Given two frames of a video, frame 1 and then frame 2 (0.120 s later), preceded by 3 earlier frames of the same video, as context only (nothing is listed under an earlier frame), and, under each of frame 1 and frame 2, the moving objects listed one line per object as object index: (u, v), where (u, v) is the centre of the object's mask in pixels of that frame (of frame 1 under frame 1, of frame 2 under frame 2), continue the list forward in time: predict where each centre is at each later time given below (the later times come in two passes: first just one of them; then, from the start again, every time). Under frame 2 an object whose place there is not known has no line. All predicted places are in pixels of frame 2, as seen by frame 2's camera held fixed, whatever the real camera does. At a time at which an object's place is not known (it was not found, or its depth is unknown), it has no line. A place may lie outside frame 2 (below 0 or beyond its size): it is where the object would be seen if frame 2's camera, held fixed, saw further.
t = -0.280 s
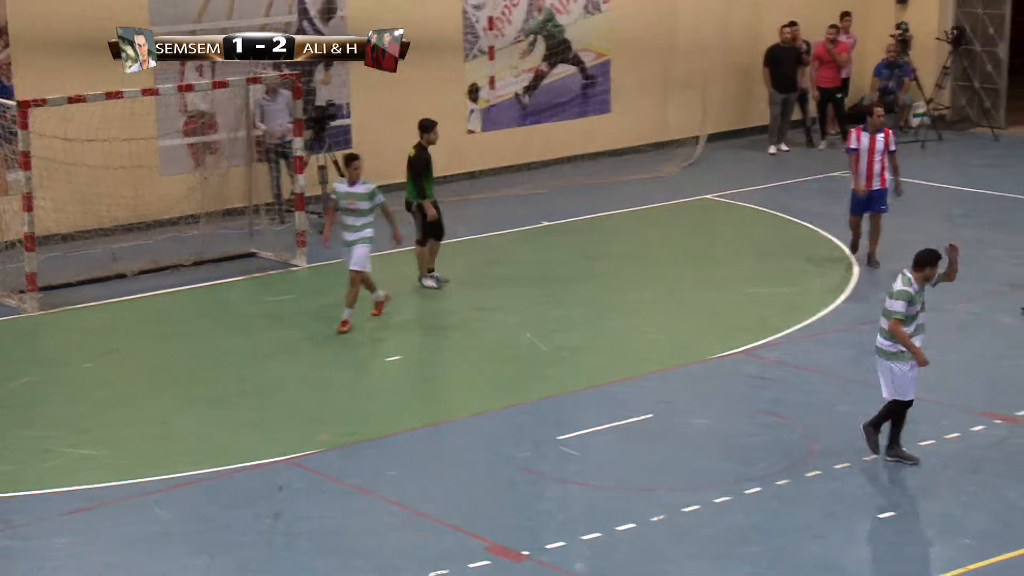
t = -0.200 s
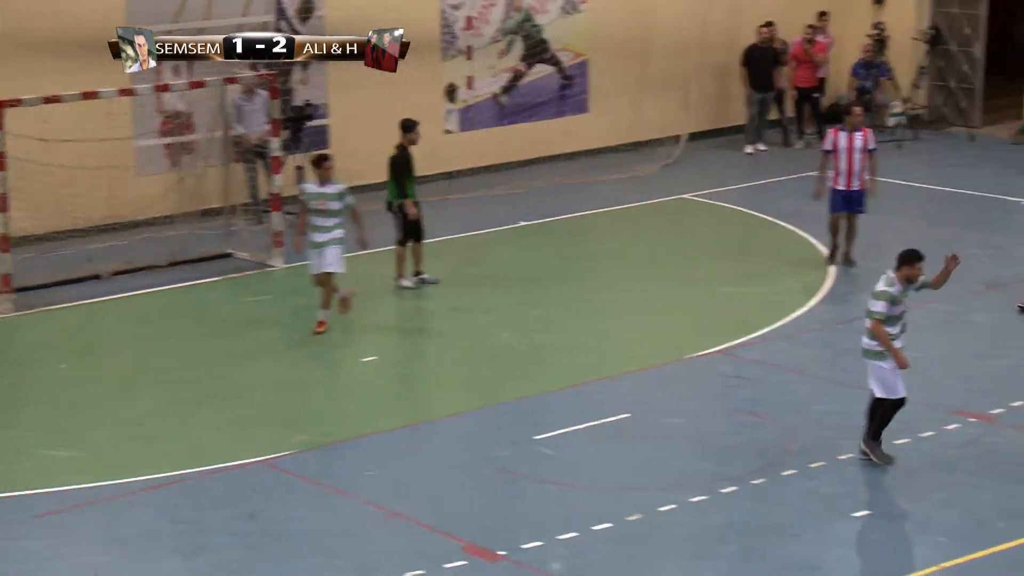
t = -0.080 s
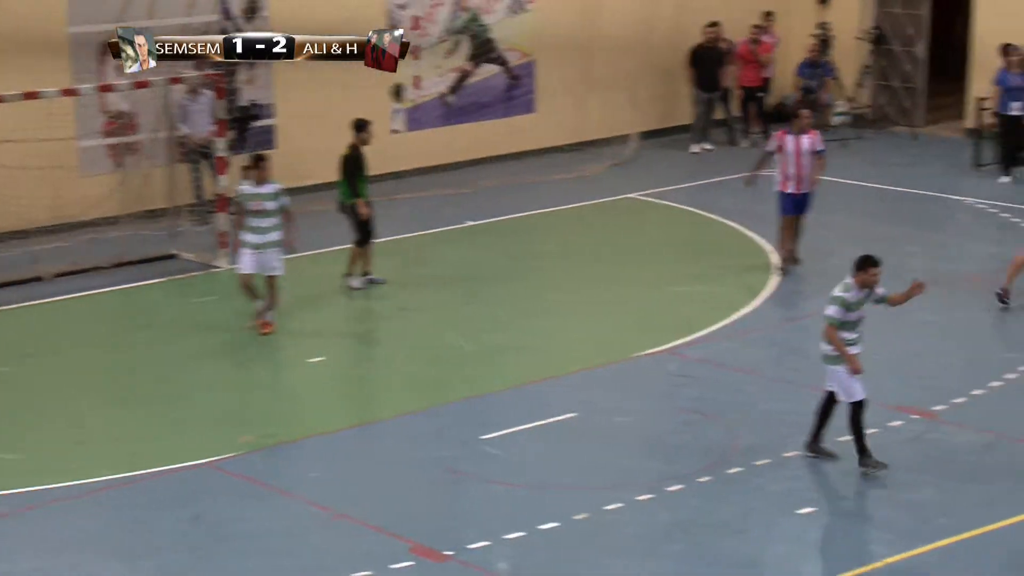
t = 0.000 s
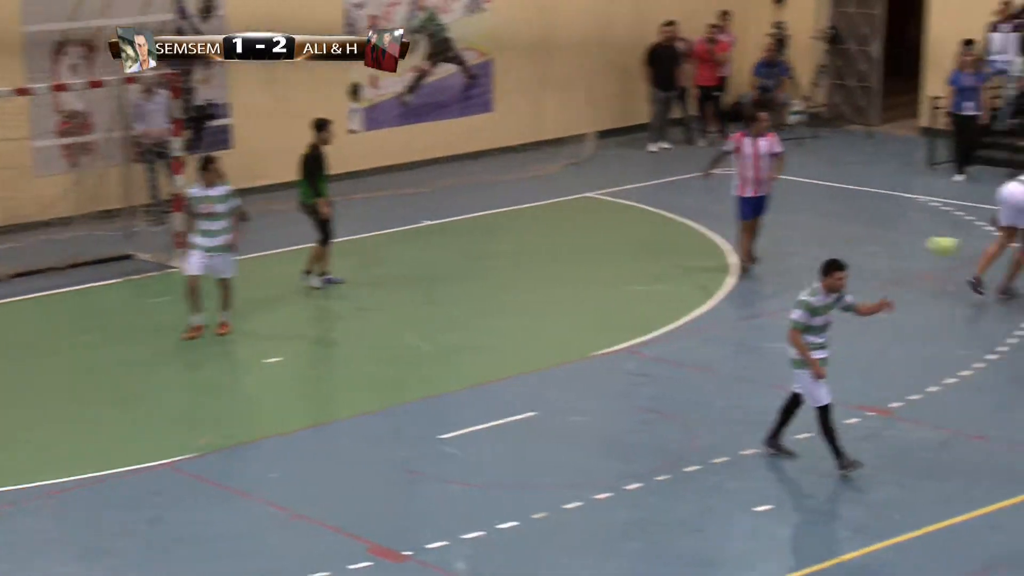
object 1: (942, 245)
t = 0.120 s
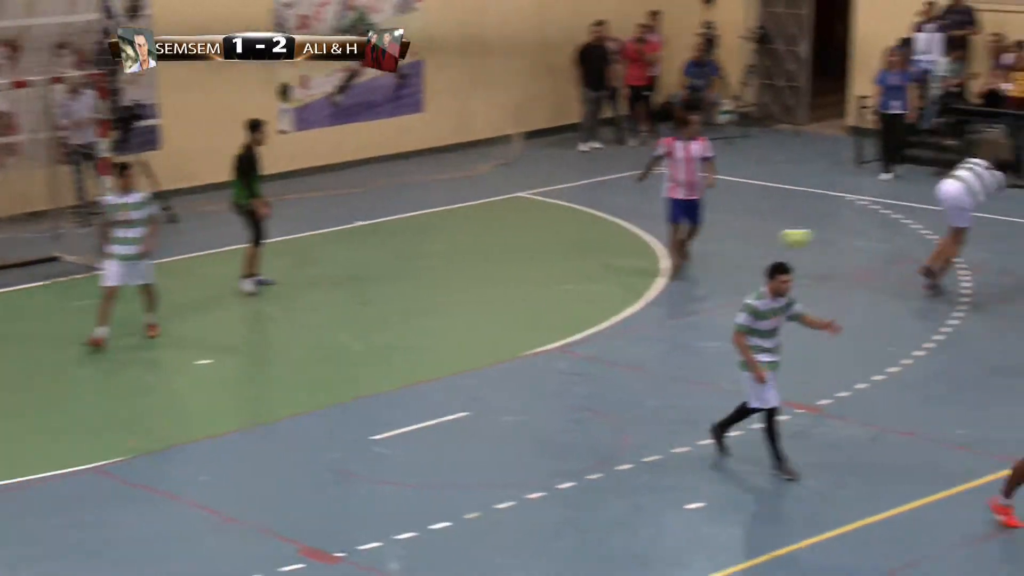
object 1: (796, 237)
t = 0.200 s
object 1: (744, 242)
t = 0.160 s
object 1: (769, 240)
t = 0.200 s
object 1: (744, 242)
